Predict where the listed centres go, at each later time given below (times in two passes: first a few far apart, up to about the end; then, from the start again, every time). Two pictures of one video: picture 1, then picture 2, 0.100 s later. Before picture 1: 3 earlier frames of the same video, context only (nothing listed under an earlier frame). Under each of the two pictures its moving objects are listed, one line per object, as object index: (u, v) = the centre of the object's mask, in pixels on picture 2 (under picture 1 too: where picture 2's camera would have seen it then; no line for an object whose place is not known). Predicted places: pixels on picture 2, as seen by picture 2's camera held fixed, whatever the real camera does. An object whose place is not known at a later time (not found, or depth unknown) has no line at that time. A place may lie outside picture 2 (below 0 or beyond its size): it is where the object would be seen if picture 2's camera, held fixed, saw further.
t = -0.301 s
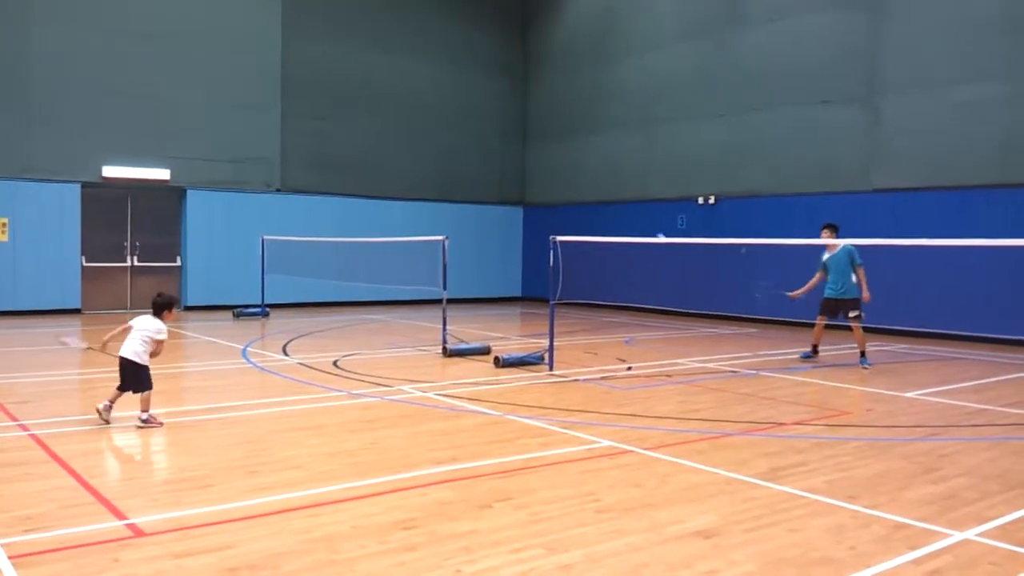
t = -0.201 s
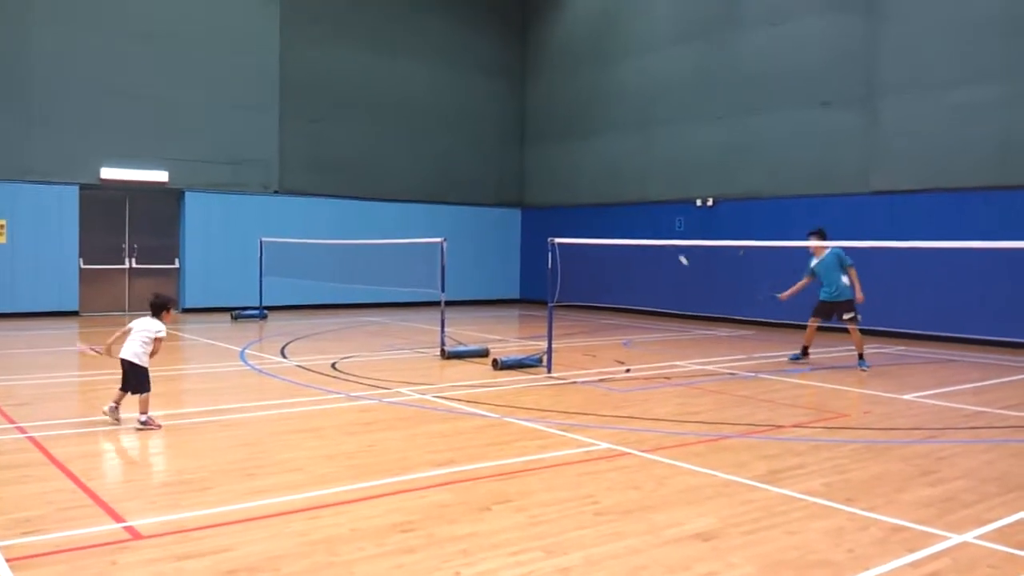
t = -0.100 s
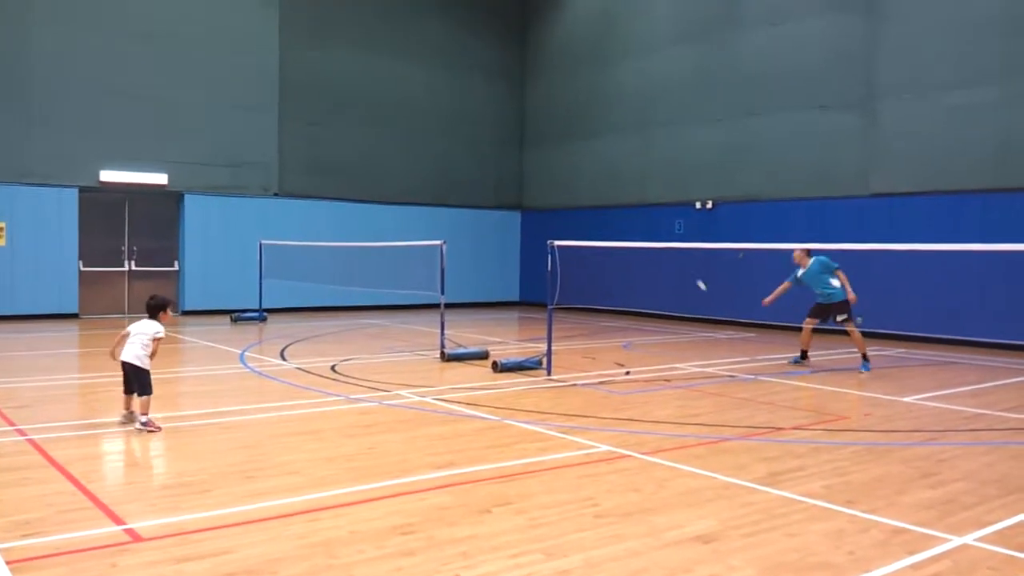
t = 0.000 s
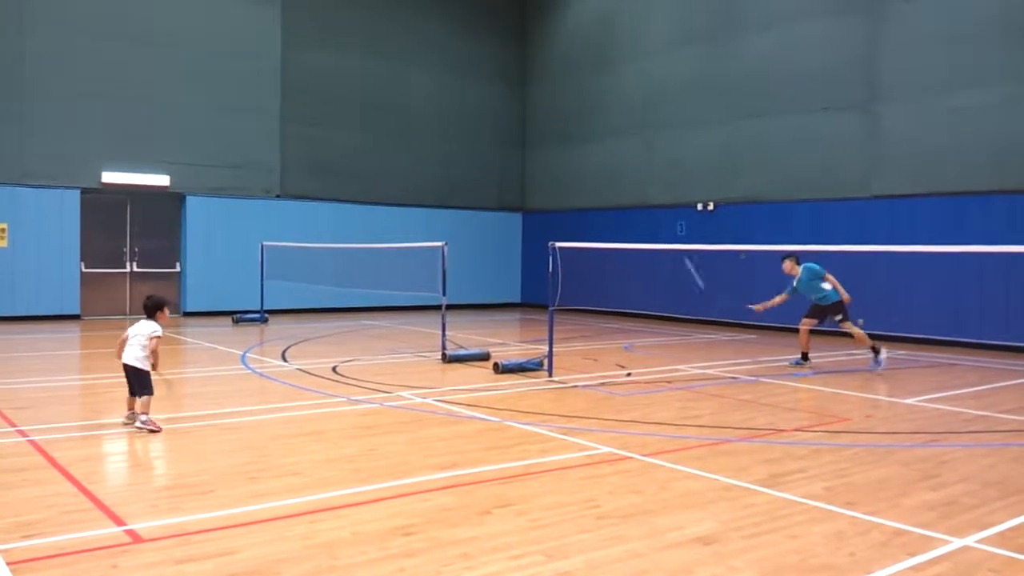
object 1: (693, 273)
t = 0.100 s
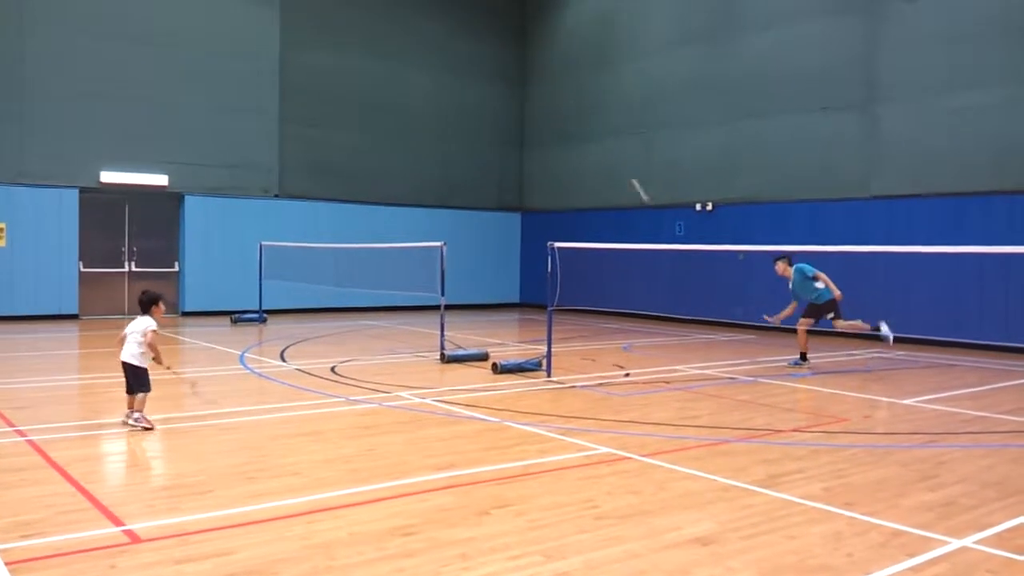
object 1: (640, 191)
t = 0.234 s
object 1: (579, 110)
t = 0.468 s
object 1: (484, 26)
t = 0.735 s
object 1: (381, 9)
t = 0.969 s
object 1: (290, 68)
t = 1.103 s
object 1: (240, 134)
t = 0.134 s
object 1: (623, 167)
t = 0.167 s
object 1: (608, 147)
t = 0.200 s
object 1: (592, 127)
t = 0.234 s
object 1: (579, 110)
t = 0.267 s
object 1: (564, 93)
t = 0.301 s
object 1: (551, 79)
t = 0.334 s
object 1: (538, 66)
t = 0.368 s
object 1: (524, 54)
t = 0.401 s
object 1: (510, 43)
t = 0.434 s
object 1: (497, 34)
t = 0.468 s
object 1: (484, 26)
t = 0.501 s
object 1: (471, 19)
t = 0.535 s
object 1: (458, 14)
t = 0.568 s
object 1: (445, 10)
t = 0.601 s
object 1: (432, 7)
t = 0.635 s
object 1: (419, 5)
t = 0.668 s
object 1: (406, 5)
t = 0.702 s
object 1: (393, 7)
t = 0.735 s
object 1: (381, 9)
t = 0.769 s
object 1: (368, 13)
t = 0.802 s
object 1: (354, 19)
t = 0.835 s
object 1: (341, 26)
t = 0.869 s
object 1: (327, 34)
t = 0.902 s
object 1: (315, 44)
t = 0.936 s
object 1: (303, 56)
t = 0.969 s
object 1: (290, 68)
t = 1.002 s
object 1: (277, 83)
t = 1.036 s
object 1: (264, 98)
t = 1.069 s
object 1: (252, 115)
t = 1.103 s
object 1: (240, 134)
